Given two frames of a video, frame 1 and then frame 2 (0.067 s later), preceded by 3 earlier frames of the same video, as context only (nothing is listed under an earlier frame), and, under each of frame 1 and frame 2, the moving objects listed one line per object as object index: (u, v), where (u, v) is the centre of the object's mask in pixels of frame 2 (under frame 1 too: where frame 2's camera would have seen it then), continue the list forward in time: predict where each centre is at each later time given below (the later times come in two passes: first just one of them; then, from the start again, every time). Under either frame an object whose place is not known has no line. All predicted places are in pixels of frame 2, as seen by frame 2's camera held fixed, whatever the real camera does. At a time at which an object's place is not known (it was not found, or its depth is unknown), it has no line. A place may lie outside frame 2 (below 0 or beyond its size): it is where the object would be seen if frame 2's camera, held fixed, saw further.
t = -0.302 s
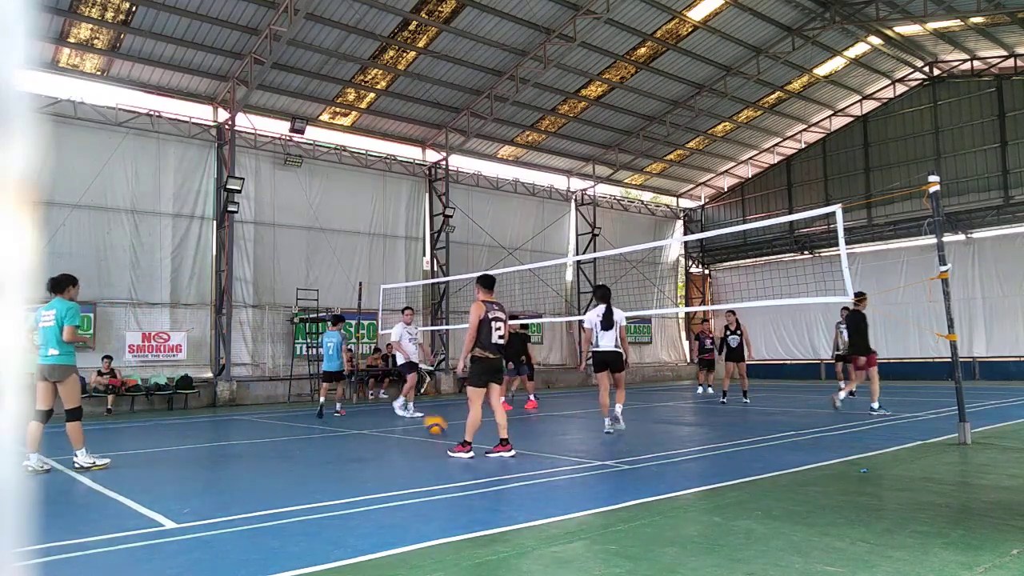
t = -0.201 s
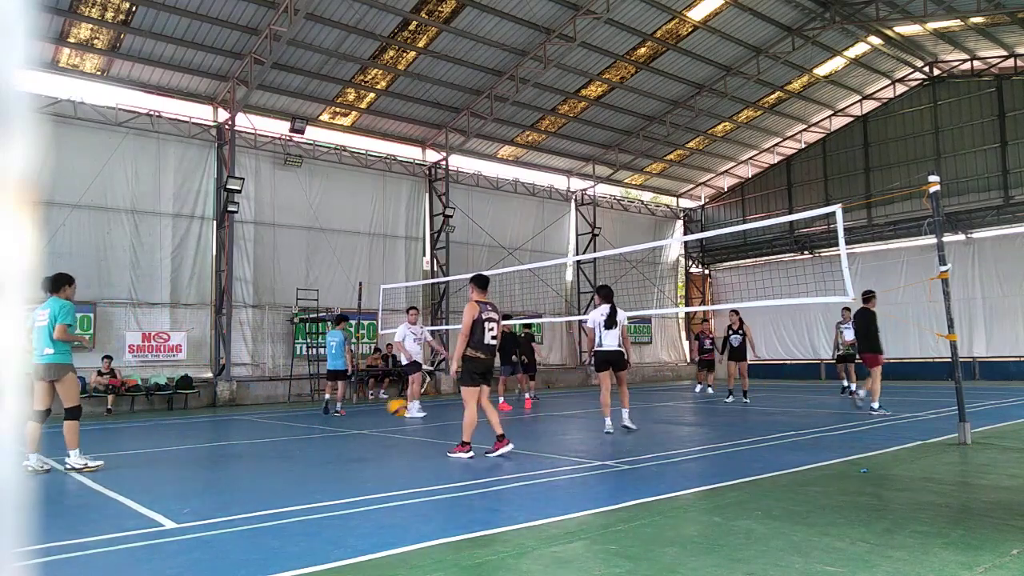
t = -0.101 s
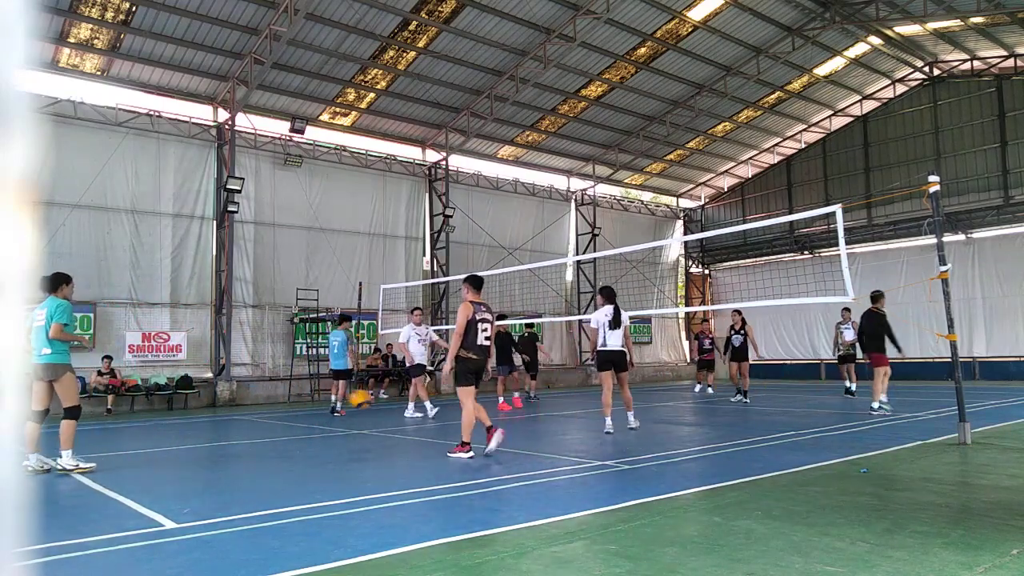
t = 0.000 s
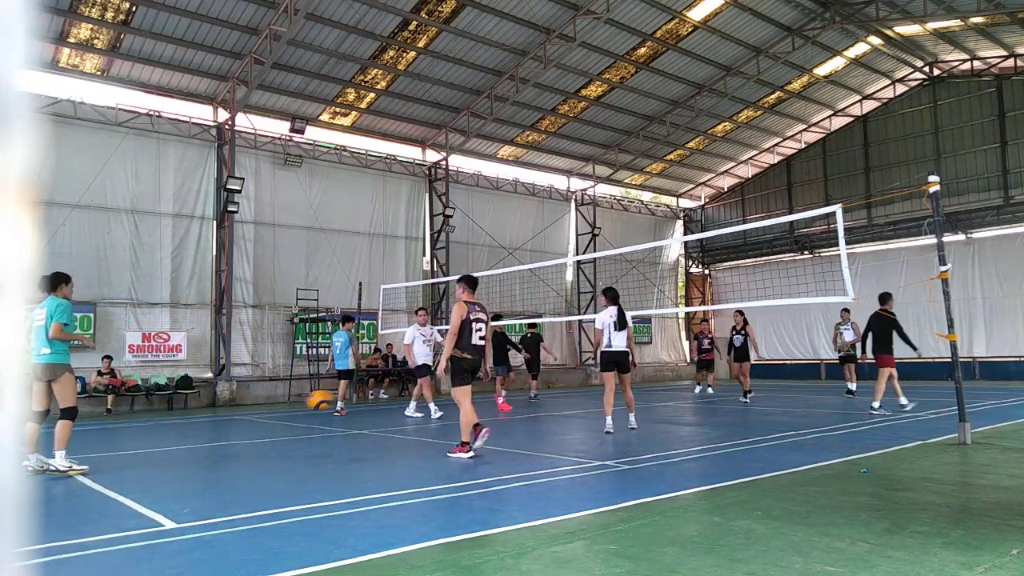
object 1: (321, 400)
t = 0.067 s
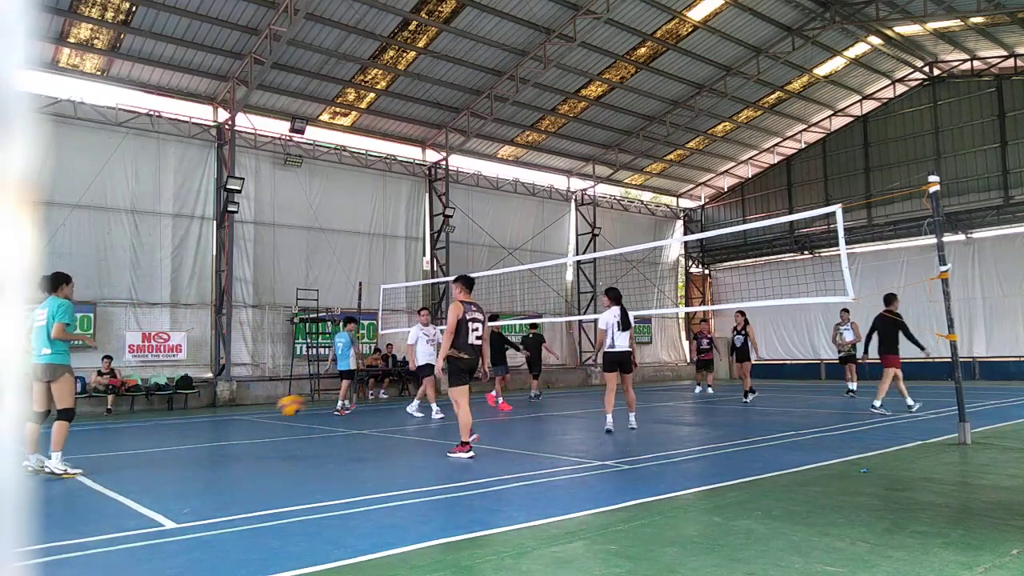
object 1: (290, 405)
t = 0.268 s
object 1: (196, 442)
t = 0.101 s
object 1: (275, 411)
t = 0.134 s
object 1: (260, 417)
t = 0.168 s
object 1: (245, 423)
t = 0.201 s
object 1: (229, 432)
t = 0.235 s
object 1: (212, 443)
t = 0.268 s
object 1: (196, 442)
